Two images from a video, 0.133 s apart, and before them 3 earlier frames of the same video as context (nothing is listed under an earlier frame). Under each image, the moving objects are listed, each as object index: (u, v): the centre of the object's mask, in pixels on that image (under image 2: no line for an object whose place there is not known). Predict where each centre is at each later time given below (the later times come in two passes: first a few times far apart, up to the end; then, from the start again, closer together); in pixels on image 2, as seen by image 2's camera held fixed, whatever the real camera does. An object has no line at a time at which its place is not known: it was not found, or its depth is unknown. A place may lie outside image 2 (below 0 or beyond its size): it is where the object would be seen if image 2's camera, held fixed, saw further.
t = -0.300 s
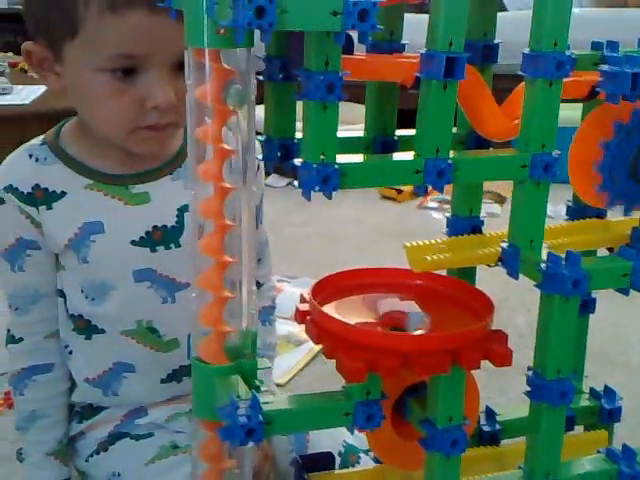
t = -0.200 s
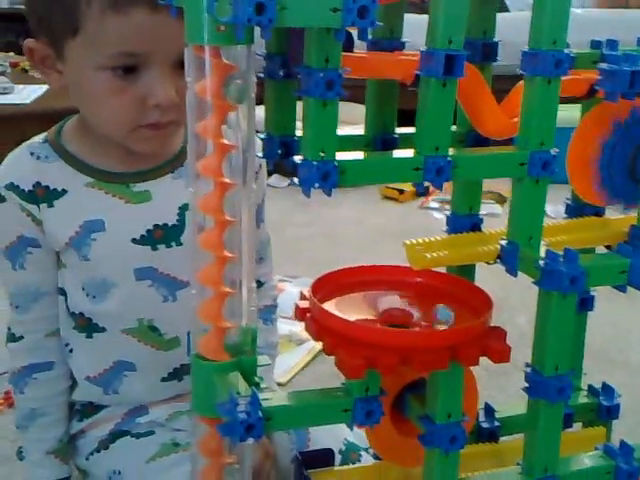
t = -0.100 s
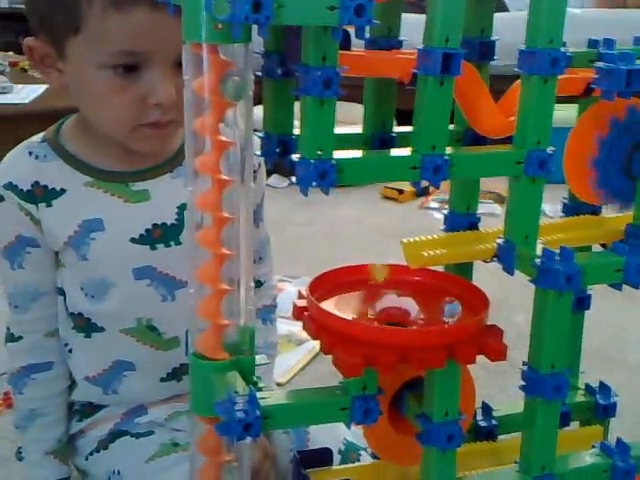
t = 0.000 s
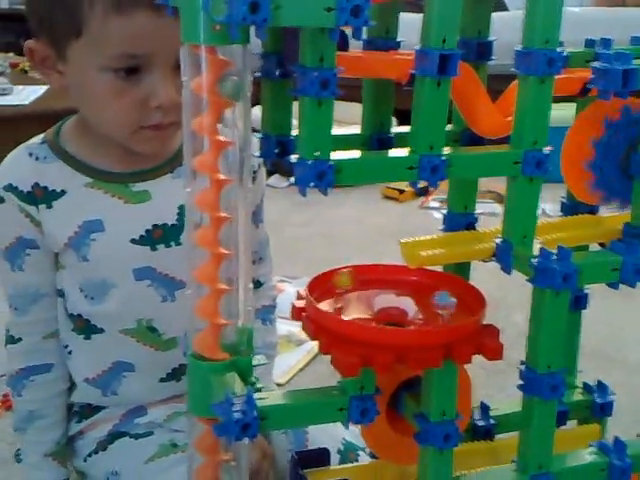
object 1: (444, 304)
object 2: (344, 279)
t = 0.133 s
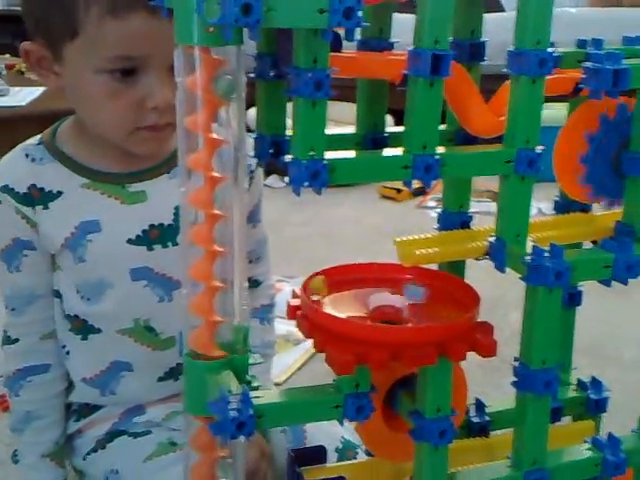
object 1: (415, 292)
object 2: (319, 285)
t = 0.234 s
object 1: (390, 289)
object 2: (319, 294)
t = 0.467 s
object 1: (376, 307)
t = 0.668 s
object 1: (405, 296)
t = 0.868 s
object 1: (385, 293)
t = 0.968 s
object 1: (386, 318)
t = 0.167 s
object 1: (407, 291)
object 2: (315, 286)
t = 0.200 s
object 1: (398, 289)
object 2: (316, 291)
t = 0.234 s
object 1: (390, 289)
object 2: (319, 294)
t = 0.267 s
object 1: (381, 290)
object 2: (323, 297)
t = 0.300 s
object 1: (374, 293)
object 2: (328, 301)
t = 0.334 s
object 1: (366, 298)
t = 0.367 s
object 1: (365, 302)
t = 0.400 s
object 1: (368, 300)
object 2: (359, 313)
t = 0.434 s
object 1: (372, 302)
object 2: (373, 315)
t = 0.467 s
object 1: (376, 307)
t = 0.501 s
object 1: (386, 312)
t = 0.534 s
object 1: (401, 314)
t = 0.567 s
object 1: (408, 311)
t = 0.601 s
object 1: (409, 305)
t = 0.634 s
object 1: (408, 300)
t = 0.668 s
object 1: (405, 296)
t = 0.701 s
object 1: (400, 291)
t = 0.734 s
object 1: (397, 289)
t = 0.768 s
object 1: (394, 289)
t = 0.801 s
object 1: (390, 291)
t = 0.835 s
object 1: (387, 291)
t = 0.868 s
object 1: (385, 293)
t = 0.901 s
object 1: (384, 297)
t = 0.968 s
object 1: (386, 318)
